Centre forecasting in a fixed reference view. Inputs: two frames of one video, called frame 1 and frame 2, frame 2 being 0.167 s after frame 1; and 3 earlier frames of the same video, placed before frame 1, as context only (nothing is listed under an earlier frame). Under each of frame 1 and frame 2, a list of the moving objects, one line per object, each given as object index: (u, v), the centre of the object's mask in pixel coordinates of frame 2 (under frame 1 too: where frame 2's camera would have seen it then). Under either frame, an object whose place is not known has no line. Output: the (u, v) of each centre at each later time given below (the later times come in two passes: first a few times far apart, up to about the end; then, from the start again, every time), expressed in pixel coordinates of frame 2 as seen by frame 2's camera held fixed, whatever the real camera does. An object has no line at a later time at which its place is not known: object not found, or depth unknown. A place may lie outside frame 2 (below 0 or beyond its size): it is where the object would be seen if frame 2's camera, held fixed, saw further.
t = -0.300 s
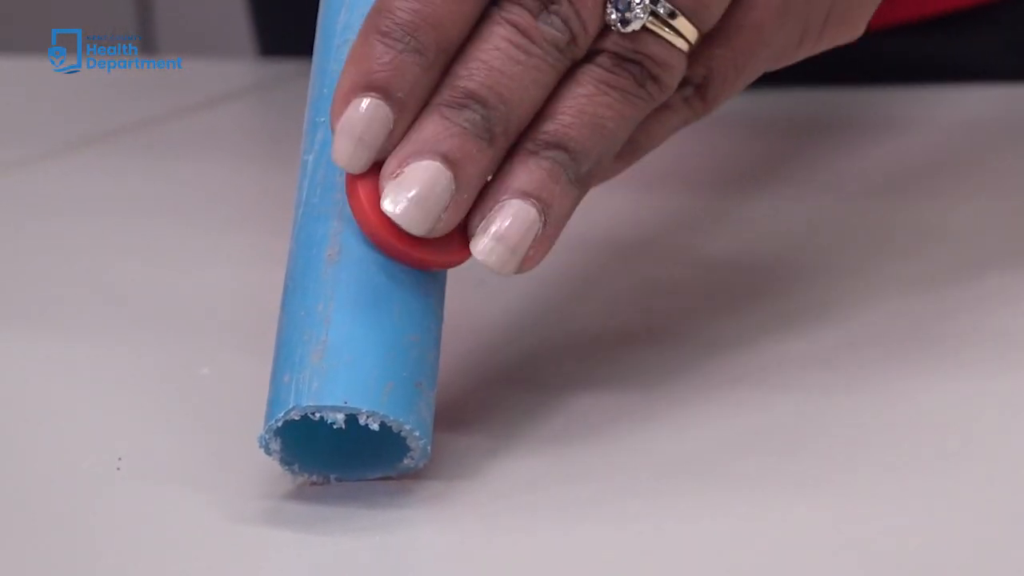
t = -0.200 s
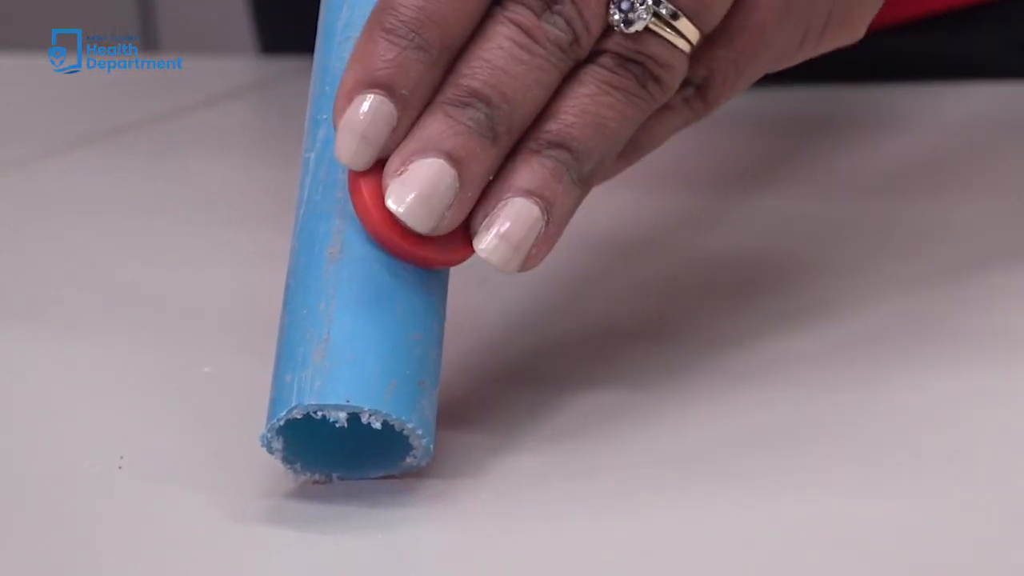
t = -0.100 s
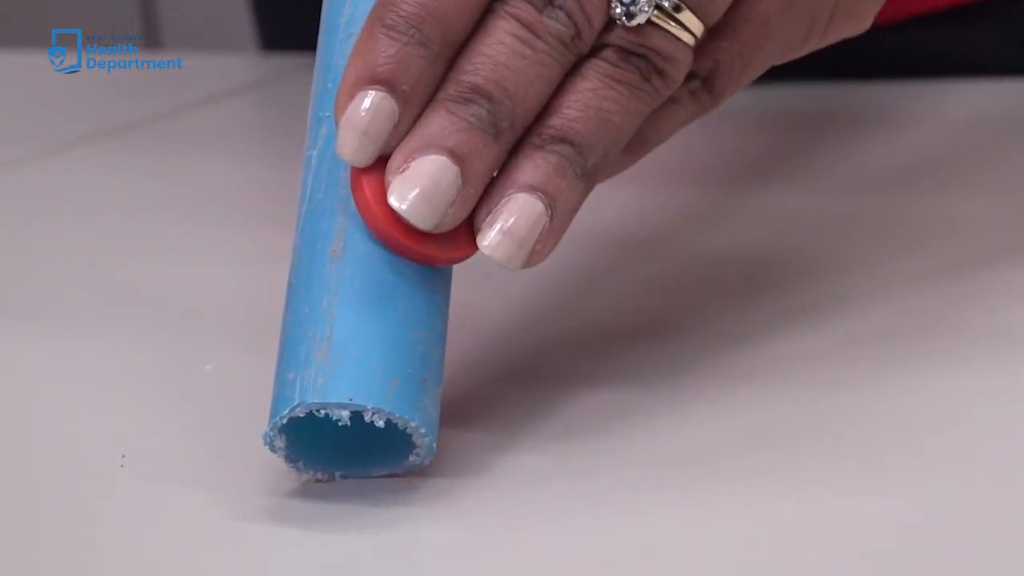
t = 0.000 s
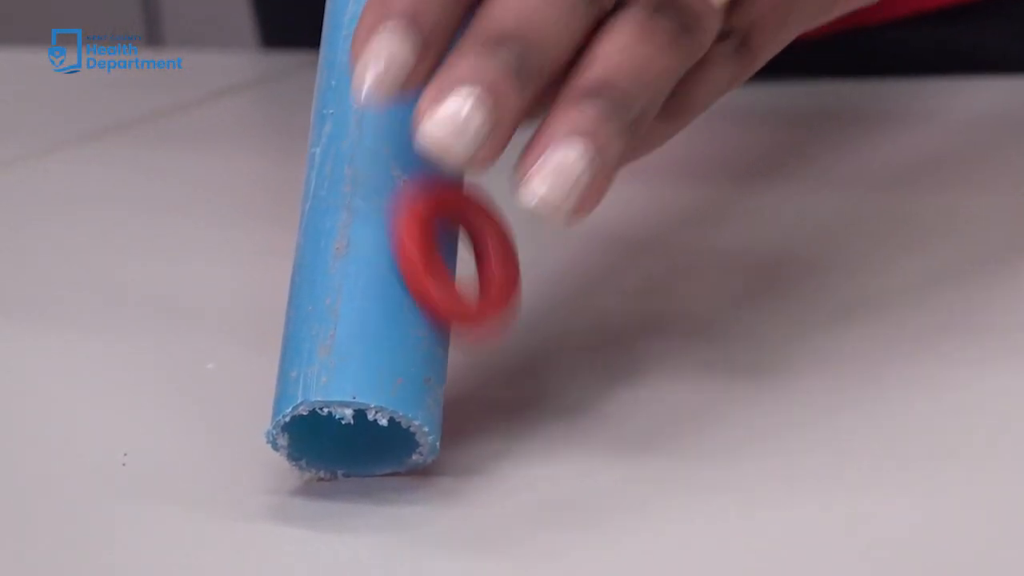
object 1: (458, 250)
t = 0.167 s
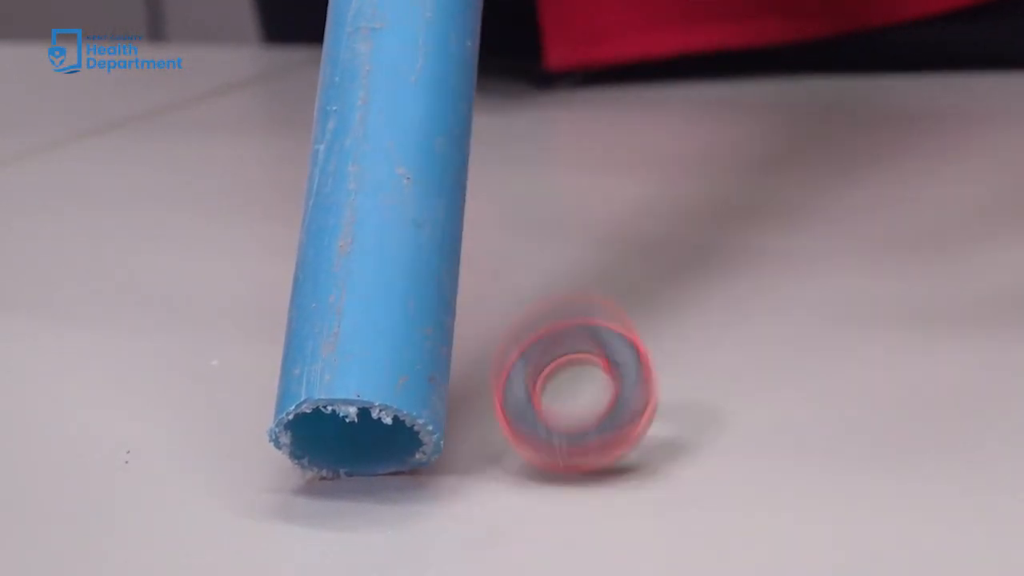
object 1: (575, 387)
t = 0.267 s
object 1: (648, 380)
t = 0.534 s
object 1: (726, 409)
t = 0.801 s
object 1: (680, 446)
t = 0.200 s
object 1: (598, 387)
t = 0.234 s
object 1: (621, 372)
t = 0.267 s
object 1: (648, 380)
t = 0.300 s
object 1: (670, 380)
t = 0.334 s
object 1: (687, 365)
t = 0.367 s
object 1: (708, 402)
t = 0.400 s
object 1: (723, 401)
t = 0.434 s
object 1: (729, 391)
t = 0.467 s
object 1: (746, 420)
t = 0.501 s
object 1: (733, 412)
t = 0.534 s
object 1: (726, 409)
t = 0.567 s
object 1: (724, 442)
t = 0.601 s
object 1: (712, 416)
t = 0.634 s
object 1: (704, 445)
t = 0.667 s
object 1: (699, 425)
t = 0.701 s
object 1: (689, 443)
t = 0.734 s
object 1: (687, 433)
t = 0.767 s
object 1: (685, 443)
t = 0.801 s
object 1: (680, 446)
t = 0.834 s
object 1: (678, 447)
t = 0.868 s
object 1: (676, 447)
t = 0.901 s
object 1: (677, 448)
